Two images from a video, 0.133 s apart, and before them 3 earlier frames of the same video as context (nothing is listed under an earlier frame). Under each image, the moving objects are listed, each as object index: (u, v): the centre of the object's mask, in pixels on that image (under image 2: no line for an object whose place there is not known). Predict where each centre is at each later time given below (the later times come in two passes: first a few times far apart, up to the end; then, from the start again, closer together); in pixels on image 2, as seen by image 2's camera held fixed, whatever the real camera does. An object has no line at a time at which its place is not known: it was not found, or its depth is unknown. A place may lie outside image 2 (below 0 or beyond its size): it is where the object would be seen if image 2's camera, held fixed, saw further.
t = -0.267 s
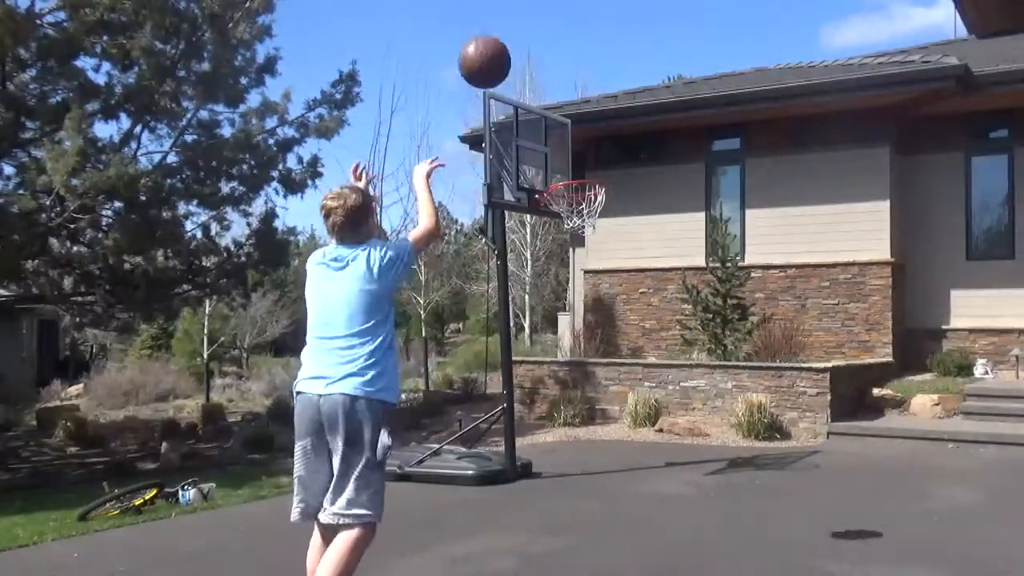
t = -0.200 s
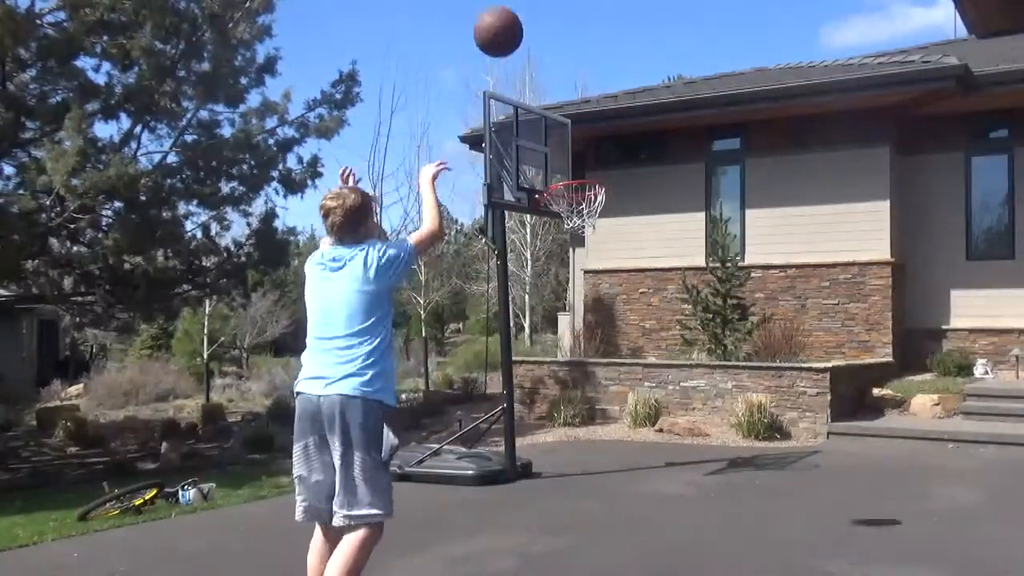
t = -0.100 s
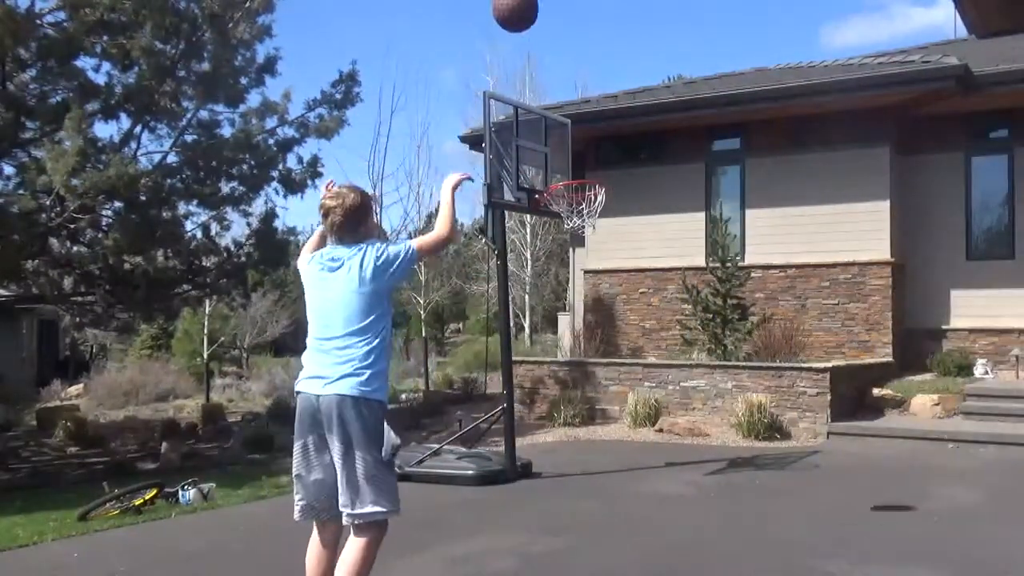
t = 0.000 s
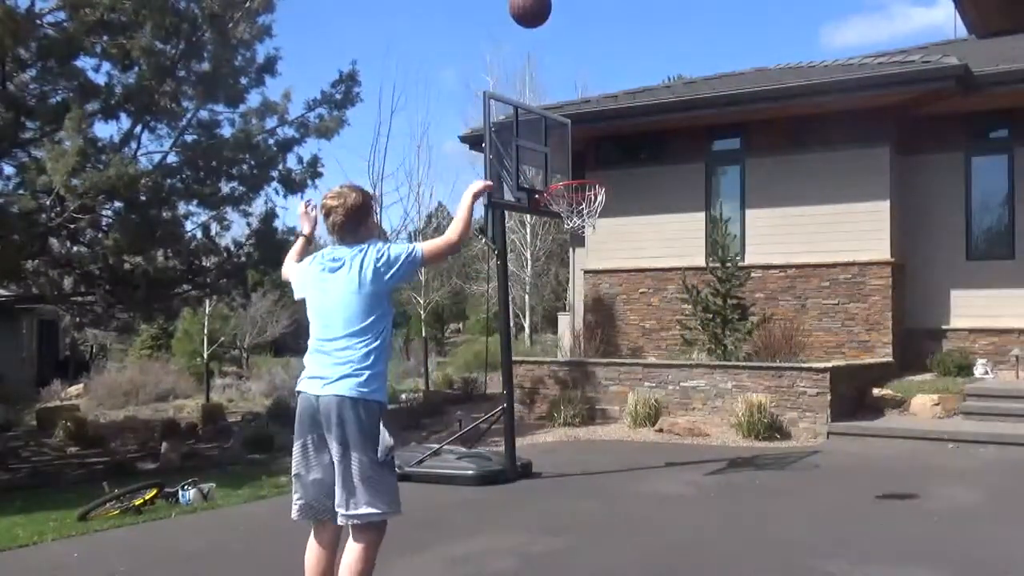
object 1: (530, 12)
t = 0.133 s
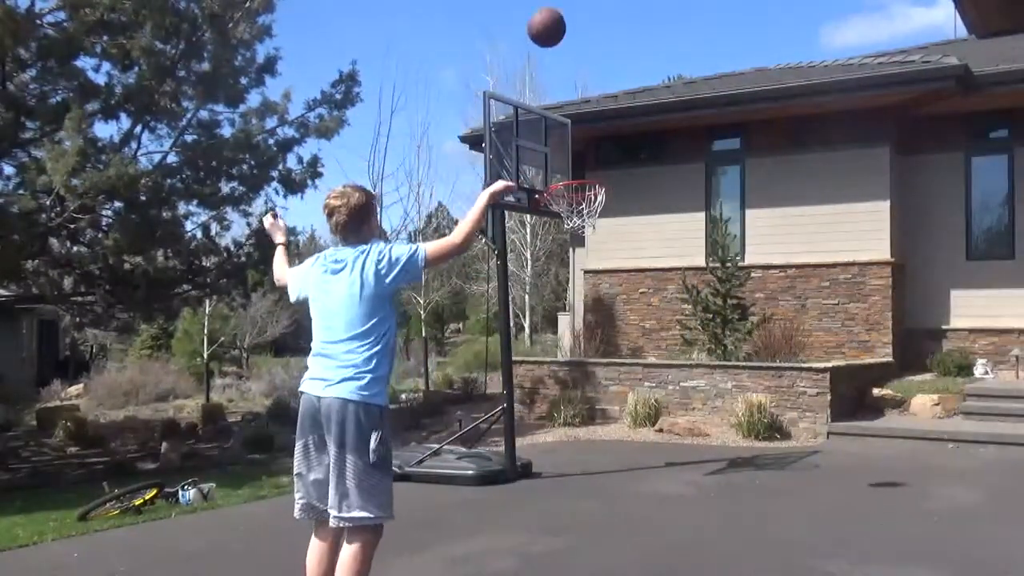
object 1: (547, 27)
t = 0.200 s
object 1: (553, 46)
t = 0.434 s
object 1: (573, 148)
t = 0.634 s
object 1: (578, 219)
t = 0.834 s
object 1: (567, 237)
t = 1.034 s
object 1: (555, 309)
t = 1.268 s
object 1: (540, 474)
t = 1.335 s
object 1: (533, 447)
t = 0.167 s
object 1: (550, 36)
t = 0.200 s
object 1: (553, 46)
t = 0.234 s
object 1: (557, 58)
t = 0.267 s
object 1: (560, 71)
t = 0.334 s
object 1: (566, 99)
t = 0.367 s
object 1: (567, 111)
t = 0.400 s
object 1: (568, 128)
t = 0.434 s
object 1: (573, 148)
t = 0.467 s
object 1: (575, 165)
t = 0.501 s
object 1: (576, 182)
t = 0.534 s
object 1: (577, 199)
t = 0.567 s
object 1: (581, 220)
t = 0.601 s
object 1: (580, 218)
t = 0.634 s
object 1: (578, 219)
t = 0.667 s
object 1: (575, 218)
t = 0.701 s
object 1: (577, 220)
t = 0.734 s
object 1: (579, 225)
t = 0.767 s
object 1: (574, 229)
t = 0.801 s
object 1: (568, 234)
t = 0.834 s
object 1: (567, 237)
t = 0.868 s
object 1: (566, 245)
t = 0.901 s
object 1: (564, 254)
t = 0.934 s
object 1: (562, 266)
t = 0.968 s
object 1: (560, 279)
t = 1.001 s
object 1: (556, 294)
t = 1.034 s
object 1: (555, 309)
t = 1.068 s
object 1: (552, 329)
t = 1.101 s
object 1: (550, 349)
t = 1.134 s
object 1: (549, 371)
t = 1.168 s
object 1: (546, 393)
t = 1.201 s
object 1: (544, 418)
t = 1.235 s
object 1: (541, 445)
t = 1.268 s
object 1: (540, 474)
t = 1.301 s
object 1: (537, 466)
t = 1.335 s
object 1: (533, 447)
